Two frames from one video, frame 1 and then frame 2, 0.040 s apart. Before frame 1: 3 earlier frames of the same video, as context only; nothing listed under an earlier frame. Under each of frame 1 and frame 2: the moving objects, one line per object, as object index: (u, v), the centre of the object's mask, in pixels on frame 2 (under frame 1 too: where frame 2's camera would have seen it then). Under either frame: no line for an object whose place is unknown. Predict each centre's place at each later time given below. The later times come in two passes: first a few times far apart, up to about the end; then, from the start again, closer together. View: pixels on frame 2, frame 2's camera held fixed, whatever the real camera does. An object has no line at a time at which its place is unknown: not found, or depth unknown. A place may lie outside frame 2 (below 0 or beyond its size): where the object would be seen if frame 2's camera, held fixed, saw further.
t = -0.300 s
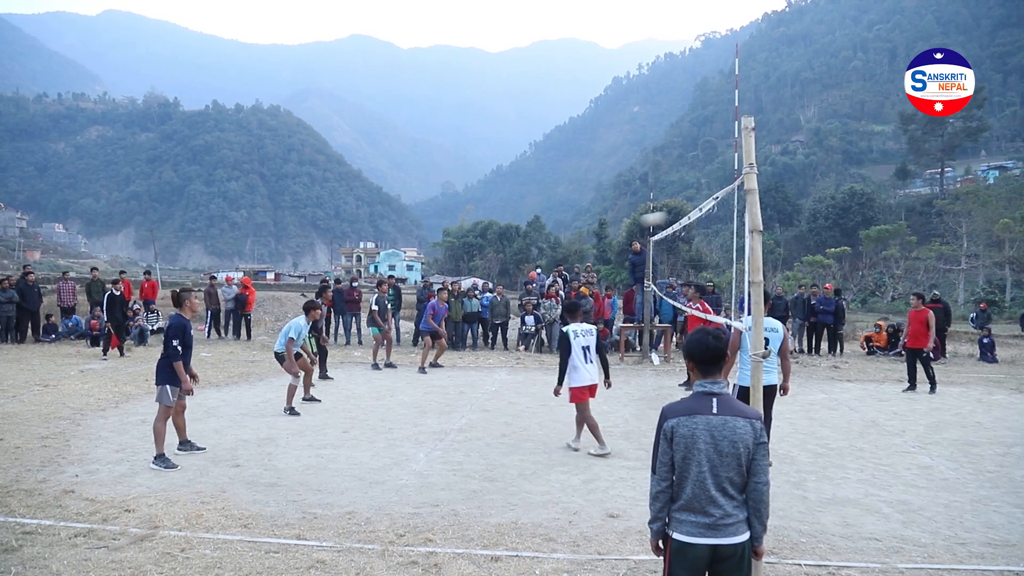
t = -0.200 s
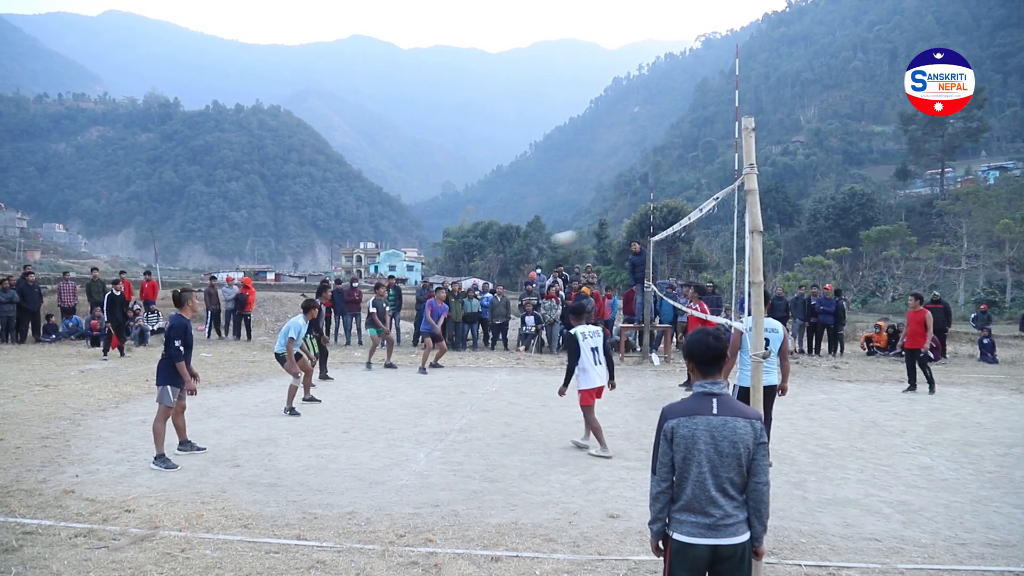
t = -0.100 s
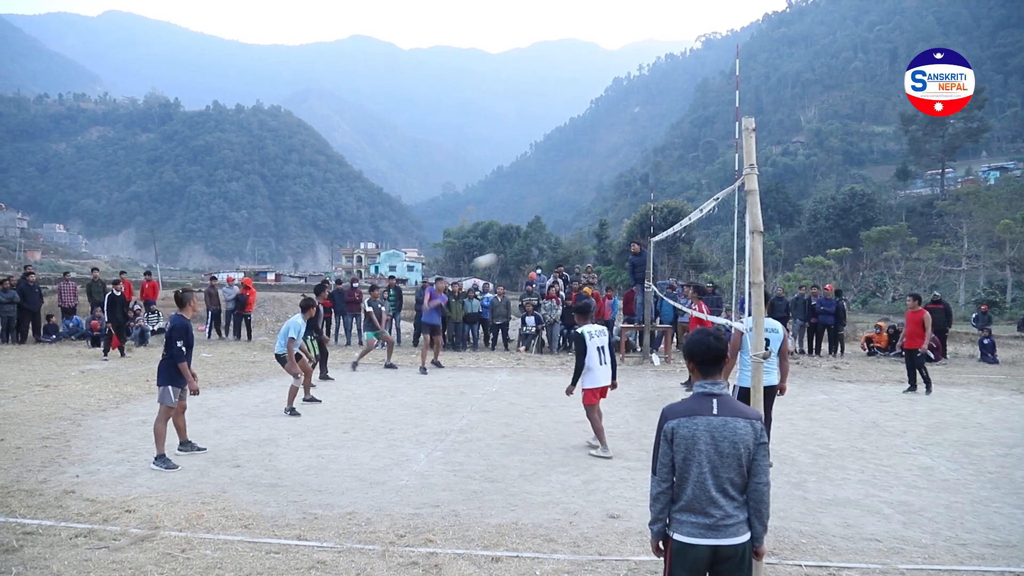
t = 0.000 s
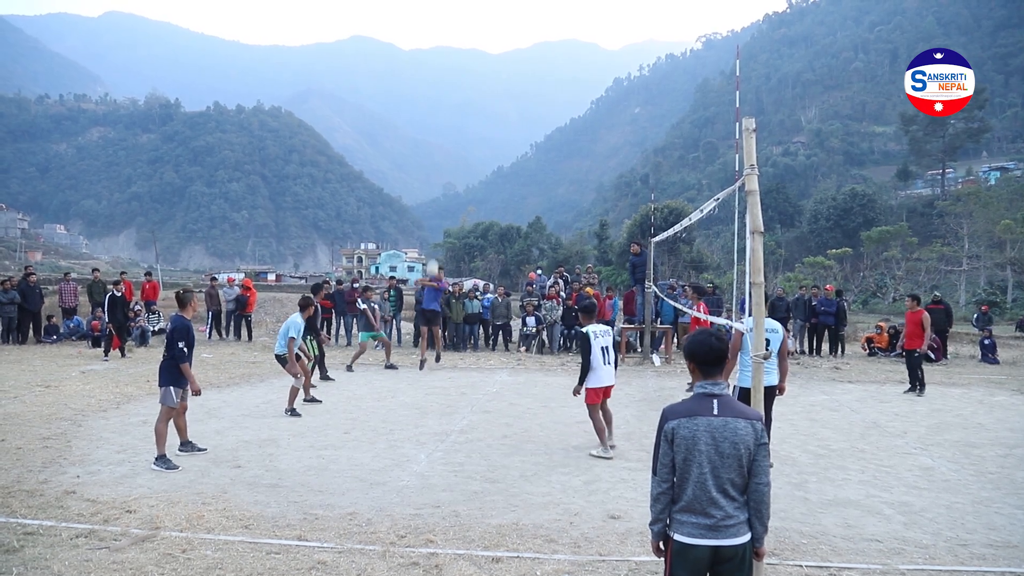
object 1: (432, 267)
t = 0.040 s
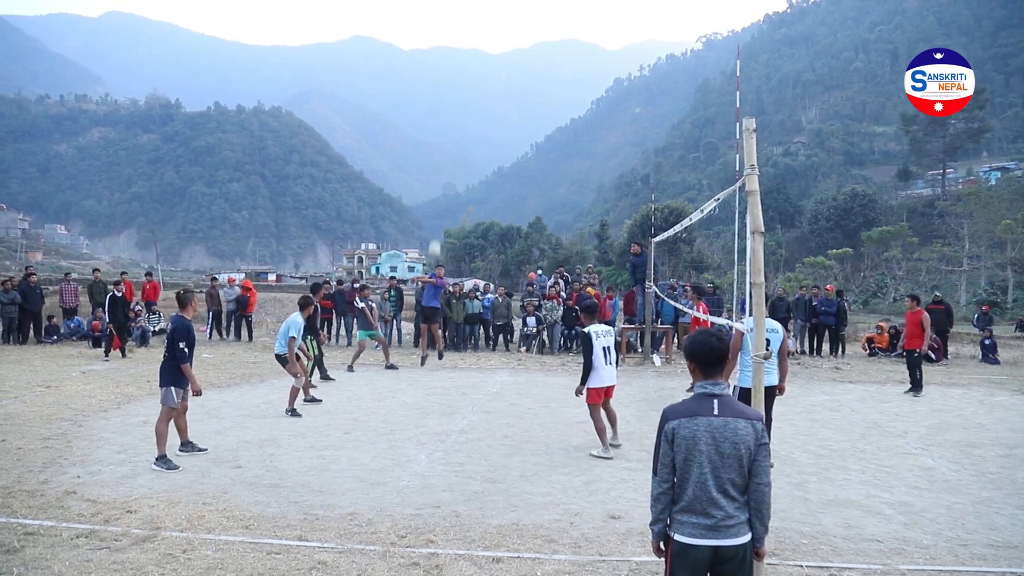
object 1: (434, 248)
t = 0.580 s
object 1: (447, 85)
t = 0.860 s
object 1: (451, 67)
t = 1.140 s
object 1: (453, 88)
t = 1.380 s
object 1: (455, 134)
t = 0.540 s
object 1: (447, 91)
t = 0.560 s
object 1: (447, 88)
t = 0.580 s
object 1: (447, 85)
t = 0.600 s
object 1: (447, 82)
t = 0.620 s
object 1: (447, 80)
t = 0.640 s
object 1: (448, 78)
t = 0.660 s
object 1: (448, 76)
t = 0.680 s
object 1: (448, 74)
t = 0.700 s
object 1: (449, 72)
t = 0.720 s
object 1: (449, 71)
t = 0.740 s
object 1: (449, 69)
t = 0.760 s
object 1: (449, 68)
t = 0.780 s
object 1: (450, 68)
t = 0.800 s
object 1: (450, 67)
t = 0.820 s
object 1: (450, 67)
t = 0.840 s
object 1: (450, 67)
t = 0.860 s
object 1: (451, 67)
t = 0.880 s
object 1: (451, 67)
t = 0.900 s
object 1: (451, 67)
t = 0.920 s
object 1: (451, 68)
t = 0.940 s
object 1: (451, 69)
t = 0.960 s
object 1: (451, 70)
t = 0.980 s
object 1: (451, 71)
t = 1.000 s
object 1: (452, 72)
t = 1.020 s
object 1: (452, 74)
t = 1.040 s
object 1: (452, 76)
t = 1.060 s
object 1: (452, 77)
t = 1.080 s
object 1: (452, 80)
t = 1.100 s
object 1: (452, 82)
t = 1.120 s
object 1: (452, 85)
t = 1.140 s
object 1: (453, 88)
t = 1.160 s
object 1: (453, 91)
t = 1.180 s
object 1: (453, 94)
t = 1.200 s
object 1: (453, 97)
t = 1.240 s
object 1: (454, 104)
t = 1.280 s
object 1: (454, 112)
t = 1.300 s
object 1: (454, 116)
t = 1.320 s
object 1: (454, 120)
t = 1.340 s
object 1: (455, 125)
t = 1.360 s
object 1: (455, 129)
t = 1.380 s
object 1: (455, 134)
